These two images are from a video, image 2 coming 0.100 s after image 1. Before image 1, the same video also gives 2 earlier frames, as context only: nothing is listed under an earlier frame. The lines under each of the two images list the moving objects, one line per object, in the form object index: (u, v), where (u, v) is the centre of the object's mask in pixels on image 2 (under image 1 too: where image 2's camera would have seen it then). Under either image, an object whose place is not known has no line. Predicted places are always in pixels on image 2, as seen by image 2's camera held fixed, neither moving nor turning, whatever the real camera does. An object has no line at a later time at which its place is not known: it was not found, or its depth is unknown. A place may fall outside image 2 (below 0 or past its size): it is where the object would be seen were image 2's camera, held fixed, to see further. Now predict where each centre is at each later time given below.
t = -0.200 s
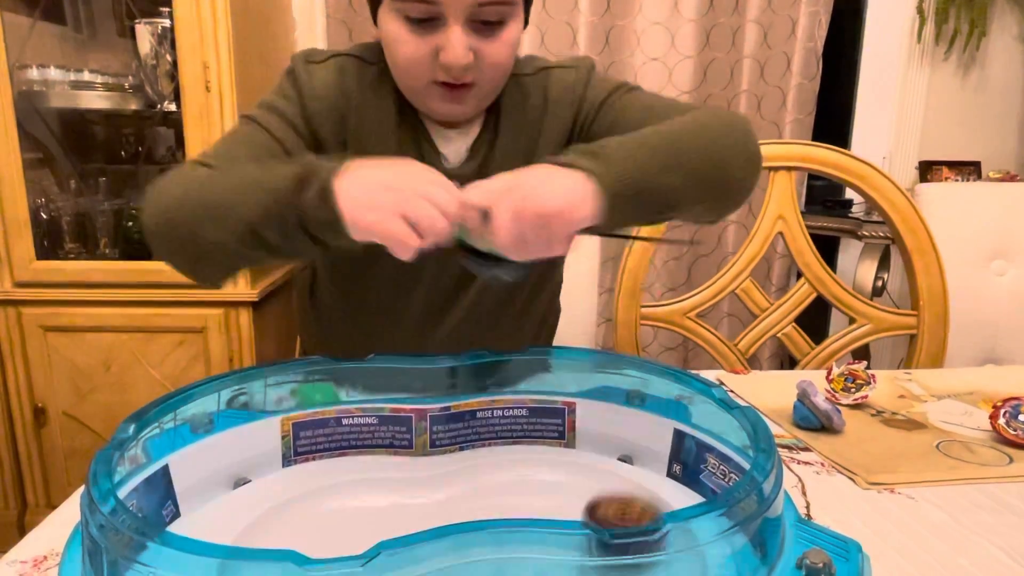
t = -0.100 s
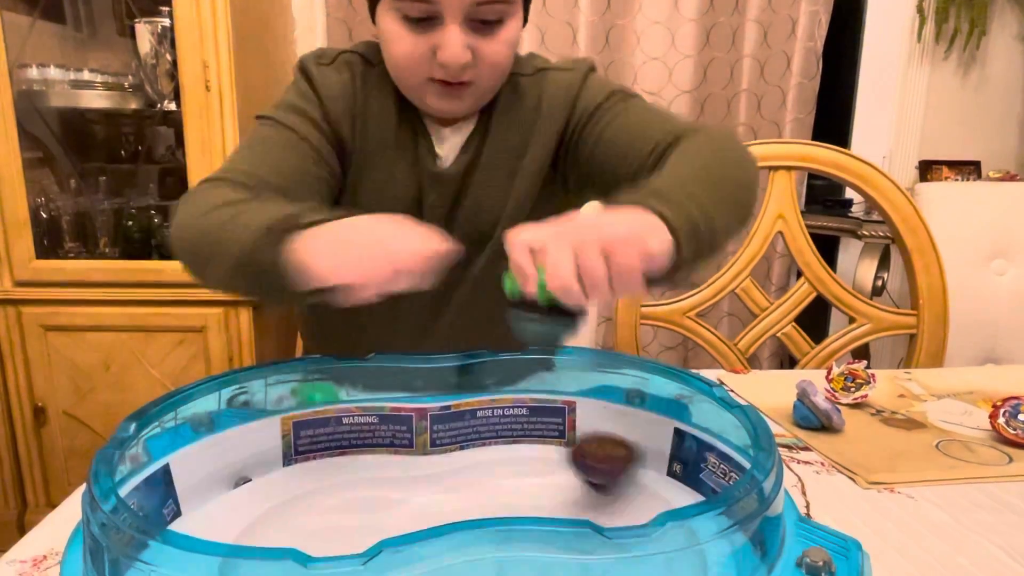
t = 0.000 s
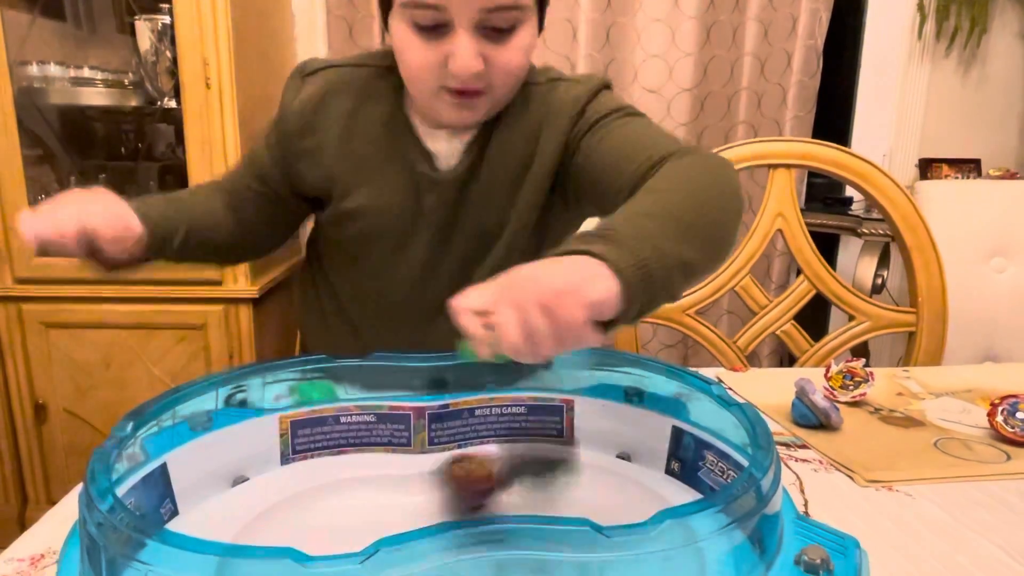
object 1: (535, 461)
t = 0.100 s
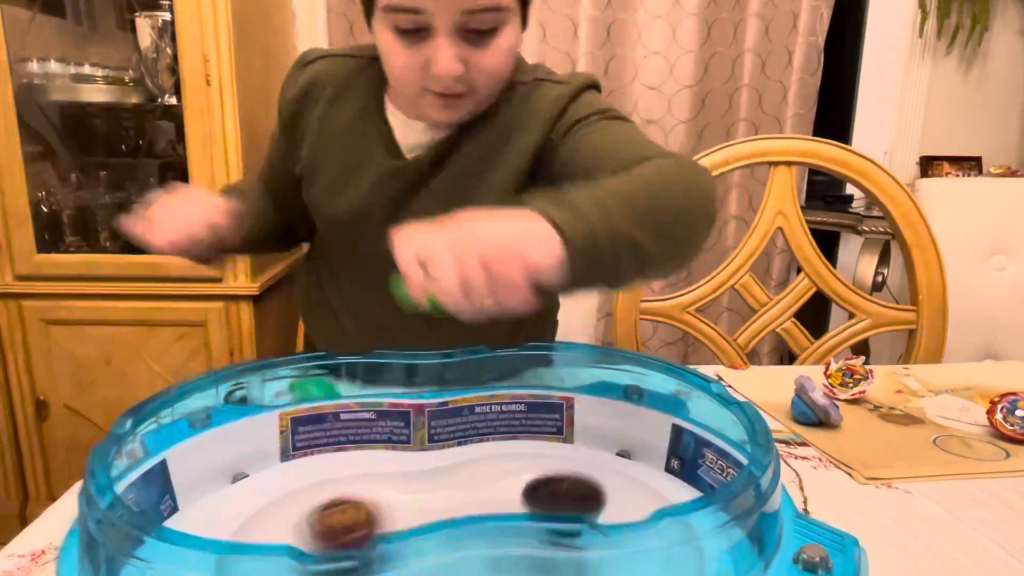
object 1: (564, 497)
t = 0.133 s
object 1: (576, 493)
